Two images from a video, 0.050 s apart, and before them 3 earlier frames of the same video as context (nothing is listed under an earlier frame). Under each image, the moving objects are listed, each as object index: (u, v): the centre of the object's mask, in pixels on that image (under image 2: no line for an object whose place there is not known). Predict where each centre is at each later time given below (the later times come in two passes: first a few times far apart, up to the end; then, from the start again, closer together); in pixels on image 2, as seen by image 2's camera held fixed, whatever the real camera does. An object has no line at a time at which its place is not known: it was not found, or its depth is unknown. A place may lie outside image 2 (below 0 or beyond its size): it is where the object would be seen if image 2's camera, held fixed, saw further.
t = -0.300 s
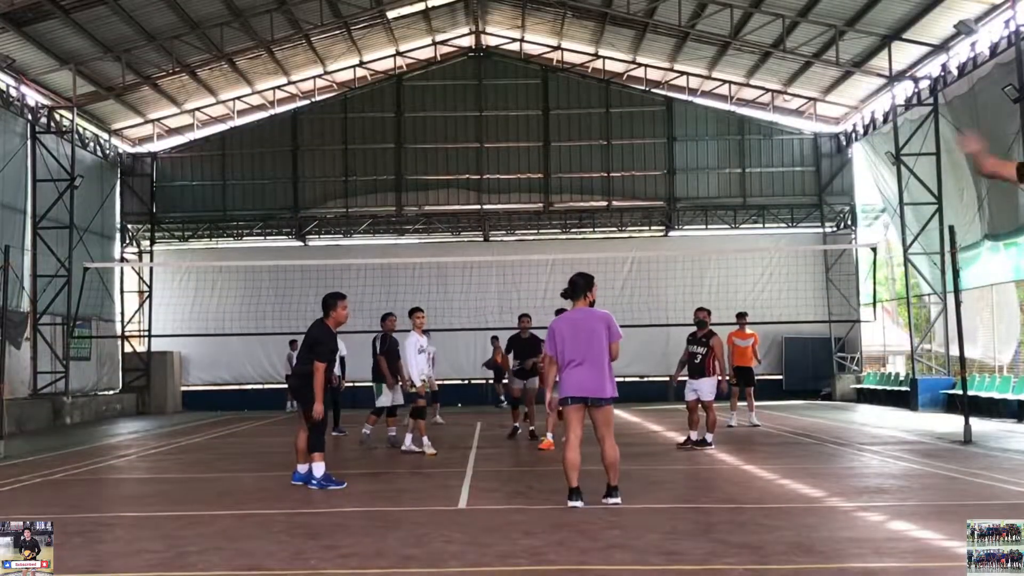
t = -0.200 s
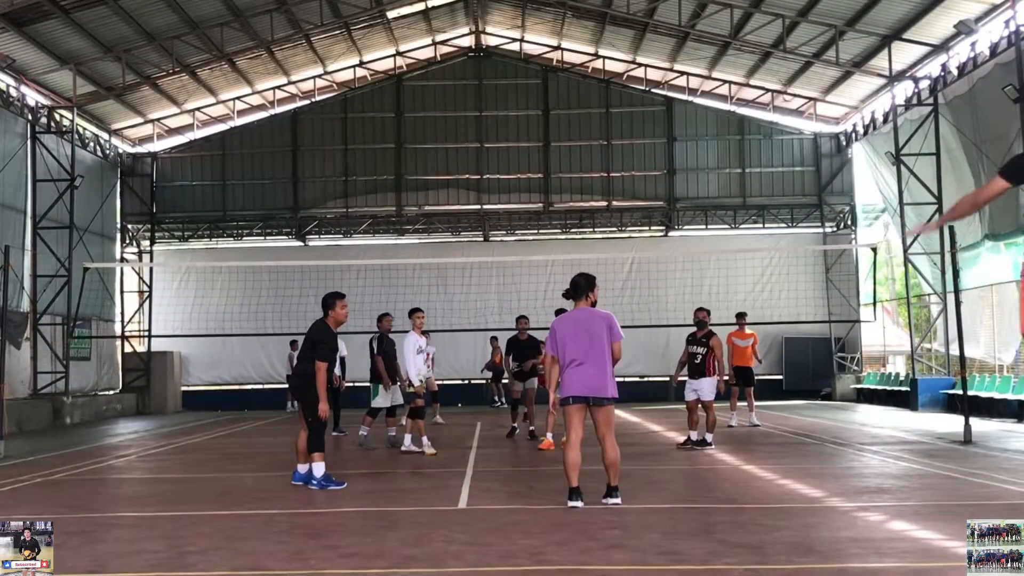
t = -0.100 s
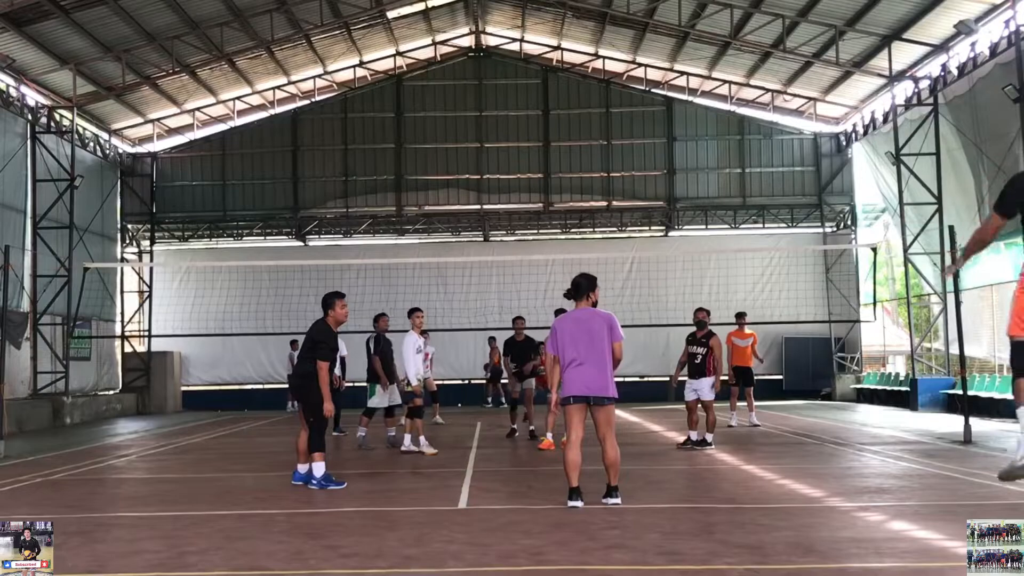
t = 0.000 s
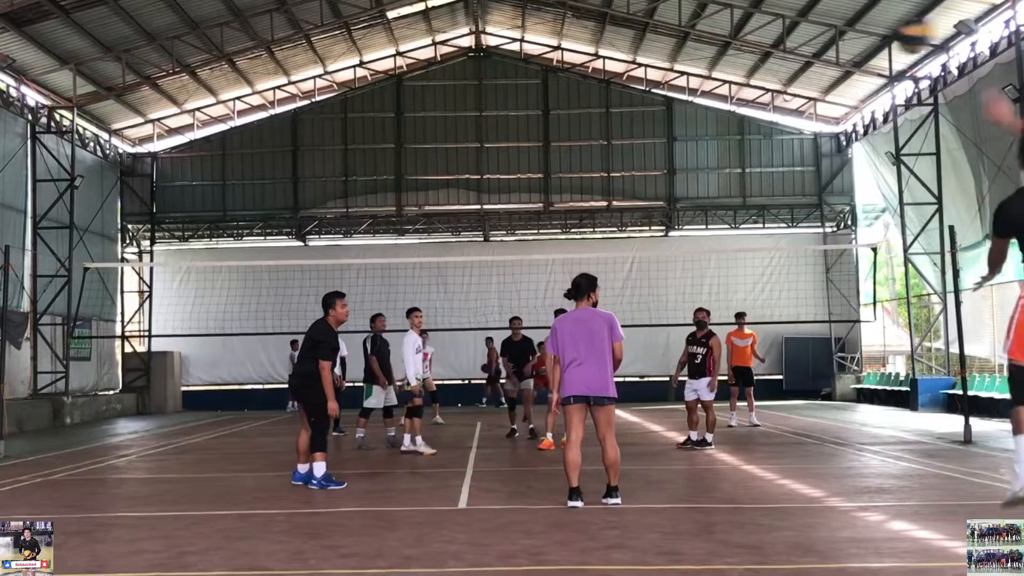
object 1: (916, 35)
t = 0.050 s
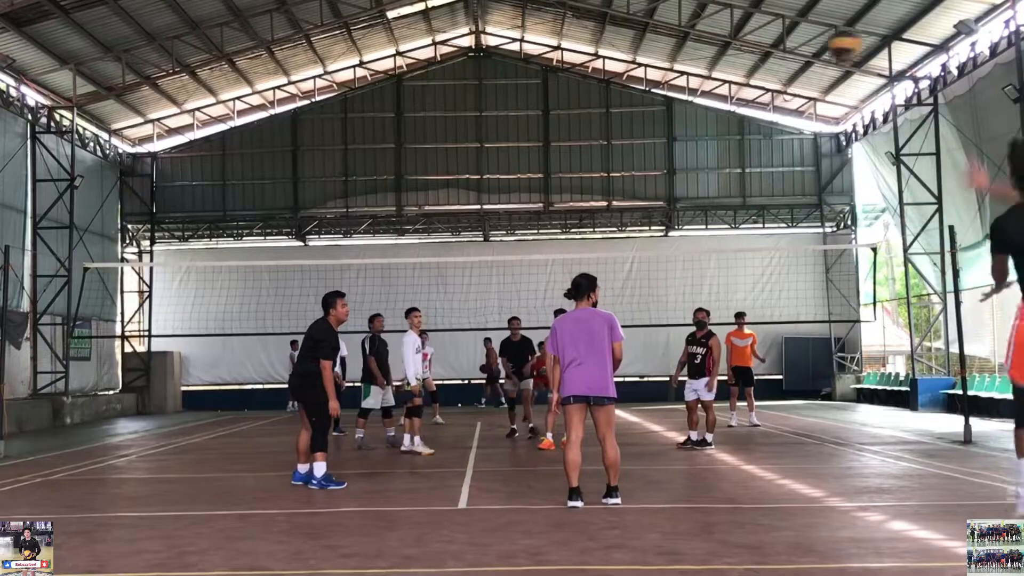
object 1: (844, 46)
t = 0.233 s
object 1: (686, 91)
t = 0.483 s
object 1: (578, 171)
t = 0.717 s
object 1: (522, 248)
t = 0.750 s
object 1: (516, 262)
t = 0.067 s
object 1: (827, 49)
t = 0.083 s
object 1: (807, 53)
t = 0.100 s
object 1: (789, 57)
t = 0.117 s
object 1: (772, 63)
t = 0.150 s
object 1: (746, 70)
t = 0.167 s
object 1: (732, 74)
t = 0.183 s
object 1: (720, 78)
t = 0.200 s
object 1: (708, 82)
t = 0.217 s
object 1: (696, 86)
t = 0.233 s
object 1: (686, 91)
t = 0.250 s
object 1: (676, 97)
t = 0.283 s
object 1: (659, 108)
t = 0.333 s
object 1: (636, 123)
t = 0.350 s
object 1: (626, 128)
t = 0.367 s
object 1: (620, 132)
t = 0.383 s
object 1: (612, 139)
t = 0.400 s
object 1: (606, 144)
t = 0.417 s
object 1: (600, 149)
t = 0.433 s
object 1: (595, 155)
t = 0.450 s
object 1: (589, 162)
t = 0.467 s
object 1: (583, 165)
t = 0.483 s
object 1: (578, 171)
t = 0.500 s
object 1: (571, 176)
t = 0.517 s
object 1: (568, 180)
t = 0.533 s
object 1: (564, 186)
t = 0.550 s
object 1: (561, 194)
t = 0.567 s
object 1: (553, 198)
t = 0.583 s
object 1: (550, 204)
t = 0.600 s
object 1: (546, 212)
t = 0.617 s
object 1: (543, 217)
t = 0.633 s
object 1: (541, 218)
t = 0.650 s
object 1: (537, 227)
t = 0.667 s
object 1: (532, 232)
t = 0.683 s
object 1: (529, 239)
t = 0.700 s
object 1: (525, 245)
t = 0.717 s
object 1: (522, 248)
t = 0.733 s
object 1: (519, 254)
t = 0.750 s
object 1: (516, 262)
